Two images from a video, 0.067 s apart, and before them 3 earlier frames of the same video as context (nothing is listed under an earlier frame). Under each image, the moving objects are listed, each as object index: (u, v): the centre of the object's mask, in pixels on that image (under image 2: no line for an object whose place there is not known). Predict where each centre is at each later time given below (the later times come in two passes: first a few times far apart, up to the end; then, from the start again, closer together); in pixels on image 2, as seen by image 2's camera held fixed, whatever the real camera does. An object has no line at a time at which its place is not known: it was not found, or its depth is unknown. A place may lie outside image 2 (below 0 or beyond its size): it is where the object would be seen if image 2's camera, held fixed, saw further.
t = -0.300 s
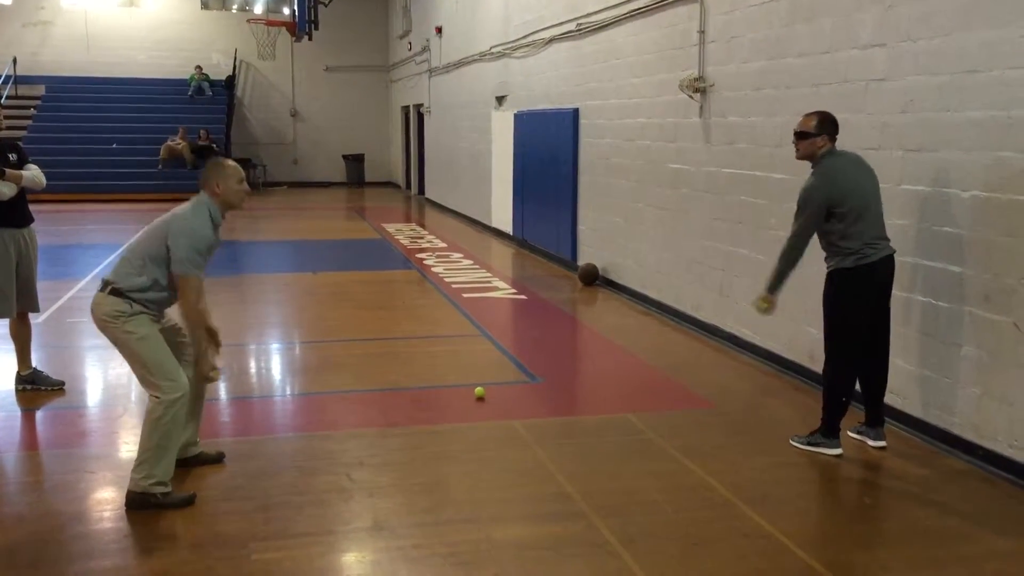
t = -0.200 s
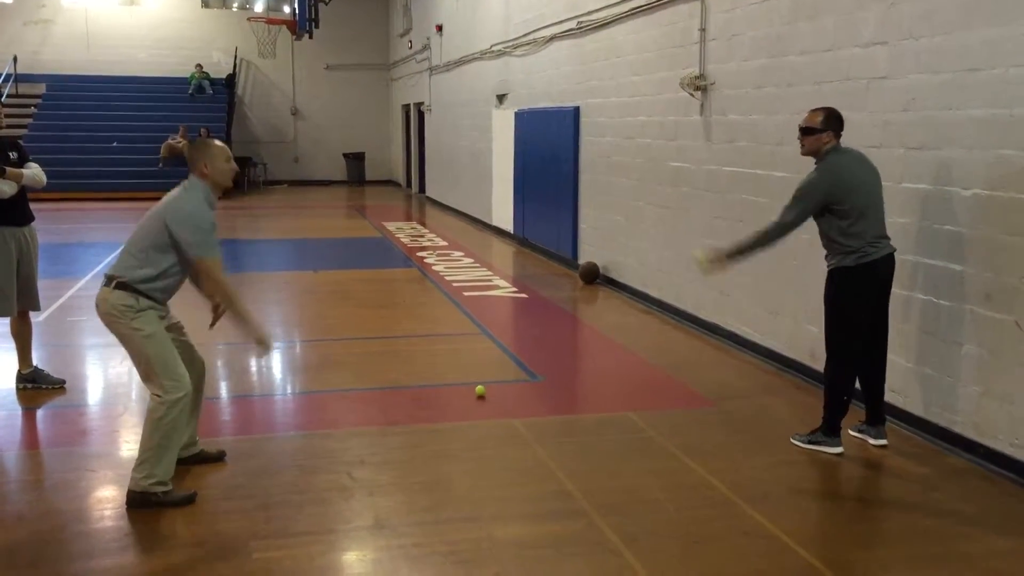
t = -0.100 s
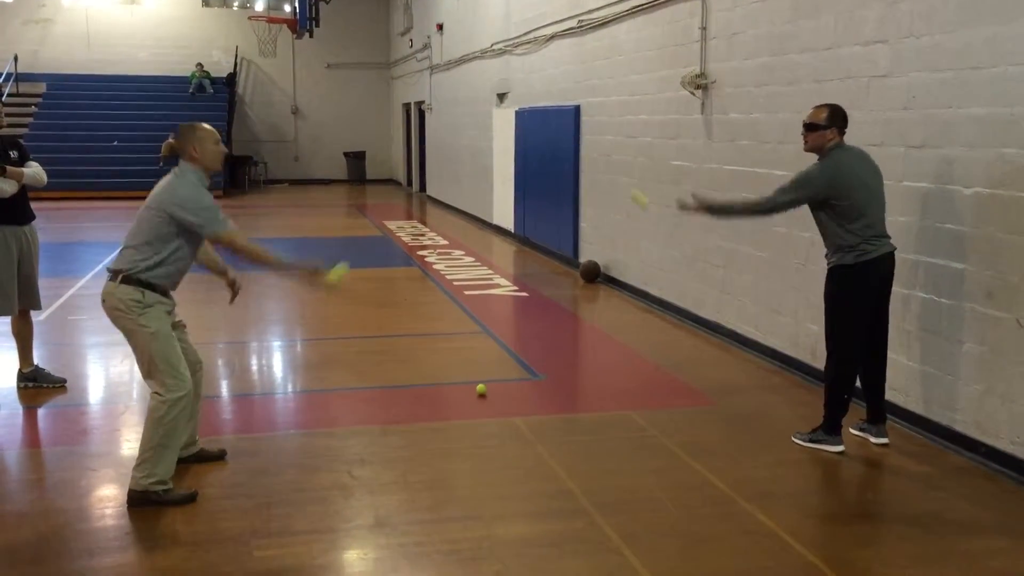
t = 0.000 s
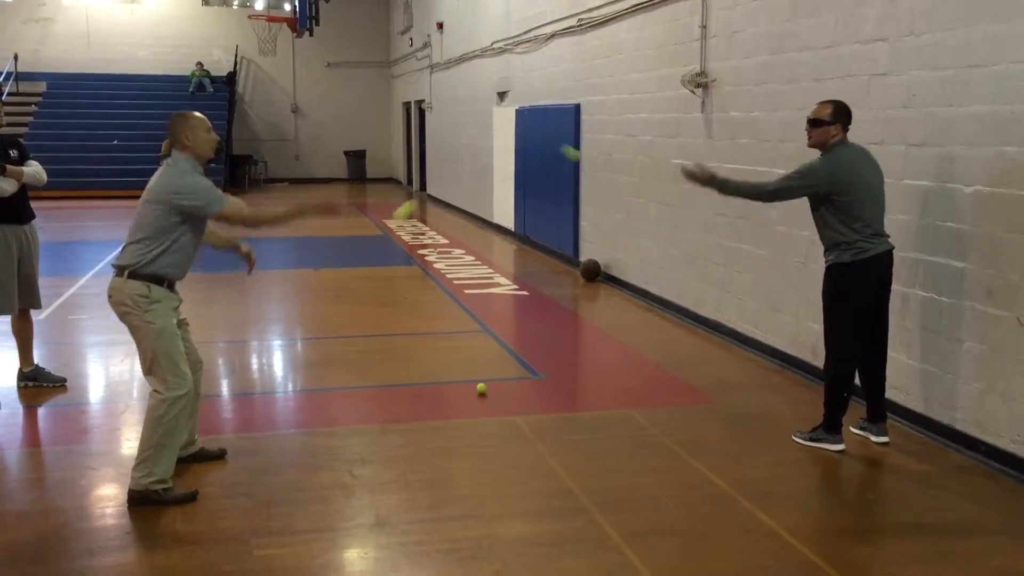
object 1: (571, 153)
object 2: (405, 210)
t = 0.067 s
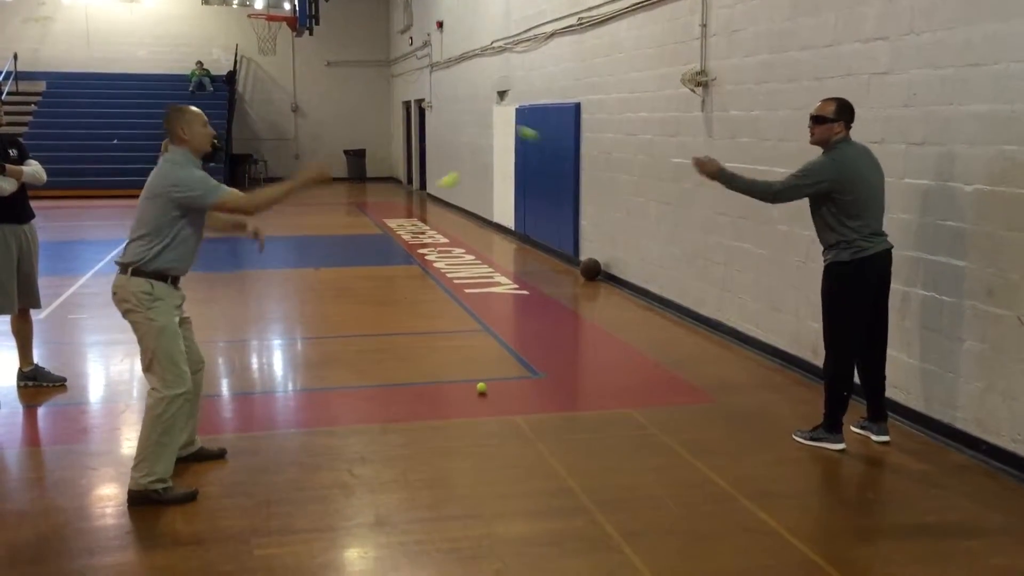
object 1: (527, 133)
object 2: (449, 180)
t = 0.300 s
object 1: (367, 130)
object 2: (596, 150)
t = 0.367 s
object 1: (324, 148)
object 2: (633, 163)
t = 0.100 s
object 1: (503, 127)
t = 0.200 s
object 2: (534, 150)
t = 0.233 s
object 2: (555, 149)
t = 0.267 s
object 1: (391, 124)
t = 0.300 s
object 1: (367, 130)
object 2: (596, 150)
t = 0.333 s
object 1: (346, 139)
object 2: (614, 156)
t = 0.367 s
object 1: (324, 148)
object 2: (633, 163)
